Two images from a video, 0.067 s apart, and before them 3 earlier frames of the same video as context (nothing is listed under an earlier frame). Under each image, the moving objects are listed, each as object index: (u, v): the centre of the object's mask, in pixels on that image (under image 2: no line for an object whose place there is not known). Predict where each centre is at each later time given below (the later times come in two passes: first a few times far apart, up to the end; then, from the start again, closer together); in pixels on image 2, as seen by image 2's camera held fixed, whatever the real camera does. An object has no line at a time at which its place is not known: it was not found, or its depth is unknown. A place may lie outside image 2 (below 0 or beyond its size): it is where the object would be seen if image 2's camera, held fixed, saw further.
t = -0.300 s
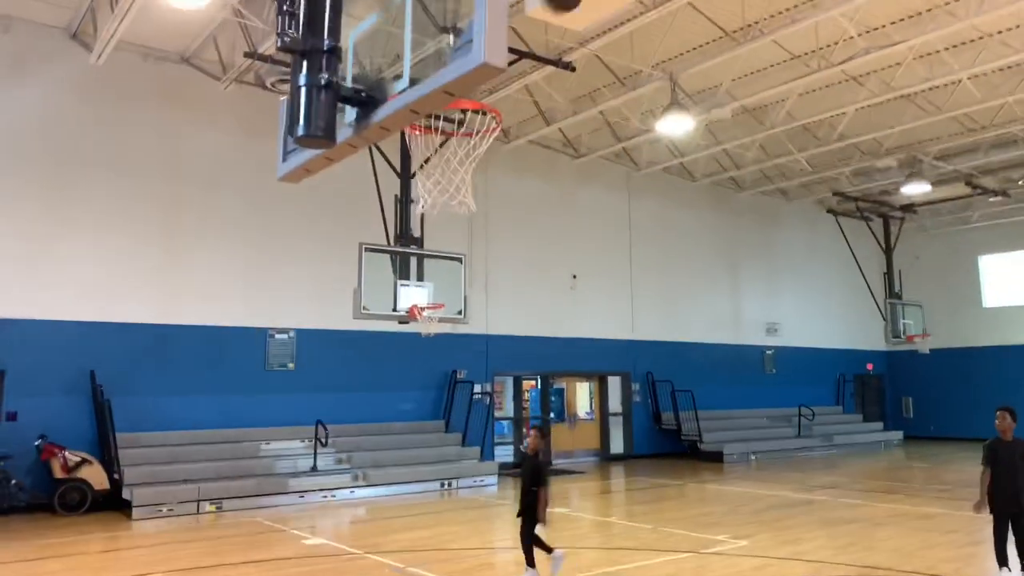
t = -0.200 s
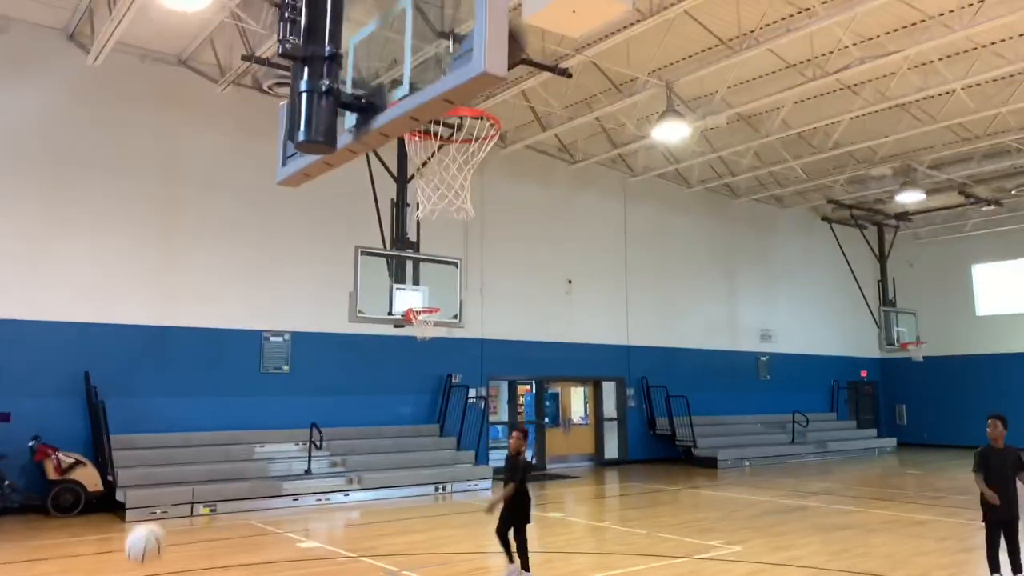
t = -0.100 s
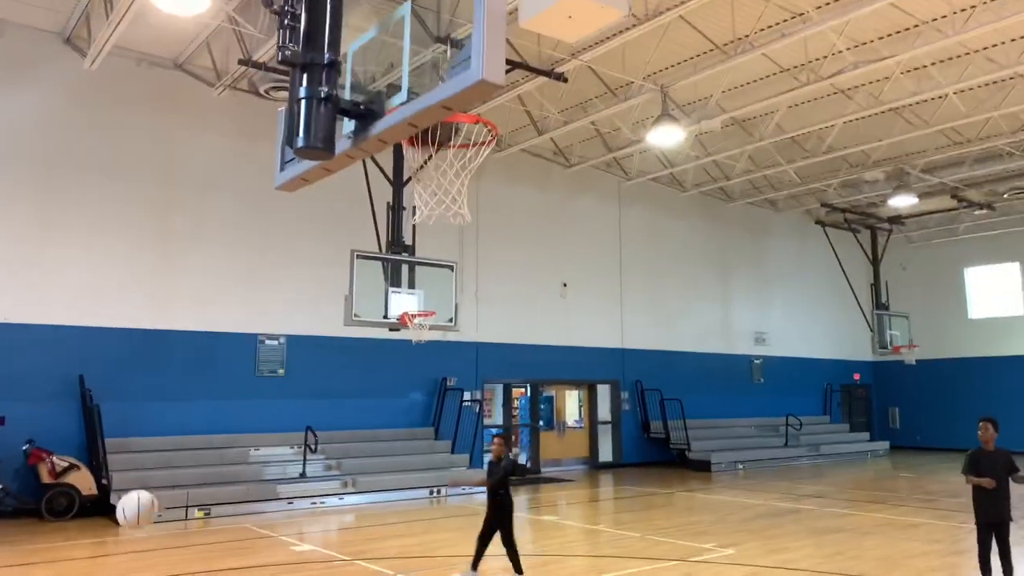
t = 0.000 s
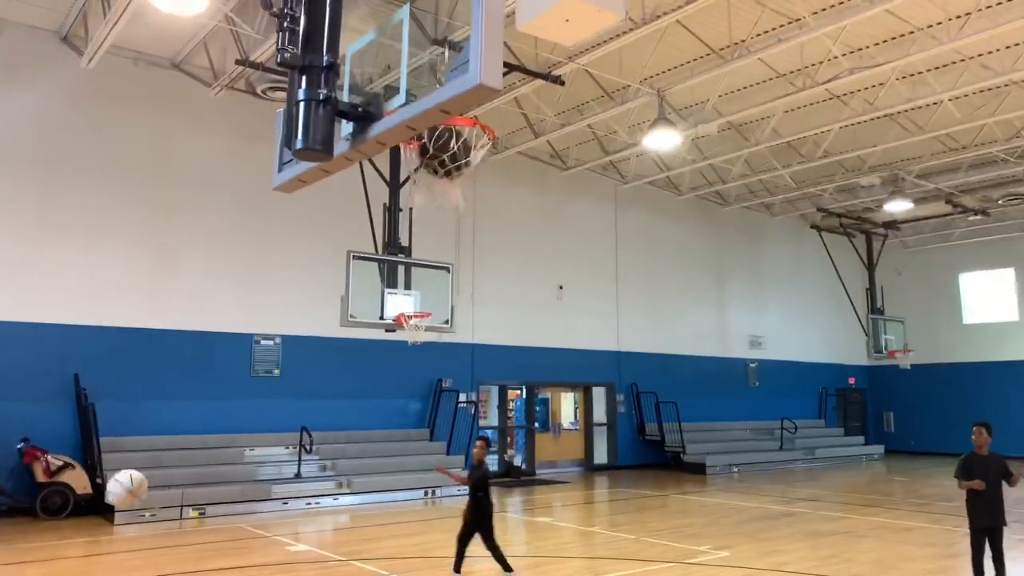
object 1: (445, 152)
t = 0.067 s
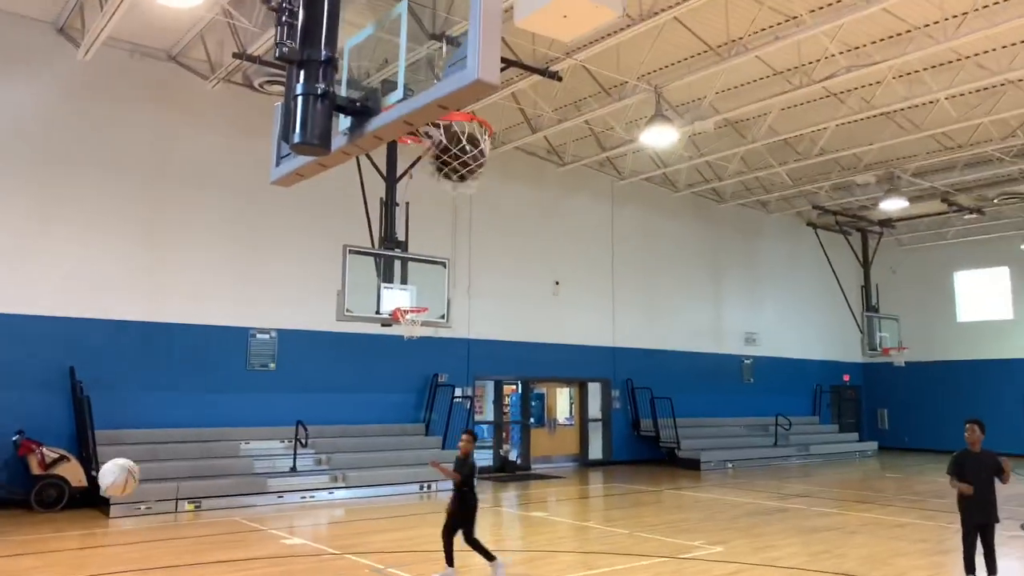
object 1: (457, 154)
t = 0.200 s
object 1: (479, 179)
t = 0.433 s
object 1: (483, 279)
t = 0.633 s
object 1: (479, 435)
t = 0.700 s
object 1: (483, 512)
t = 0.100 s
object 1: (466, 160)
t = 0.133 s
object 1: (472, 167)
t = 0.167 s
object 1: (476, 173)
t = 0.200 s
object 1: (479, 179)
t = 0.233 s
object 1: (481, 188)
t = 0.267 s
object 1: (482, 199)
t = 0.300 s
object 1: (482, 211)
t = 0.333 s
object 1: (482, 225)
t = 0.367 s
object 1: (482, 241)
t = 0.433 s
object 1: (483, 279)
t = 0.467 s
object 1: (483, 300)
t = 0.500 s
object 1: (483, 323)
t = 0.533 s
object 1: (483, 348)
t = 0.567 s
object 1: (483, 376)
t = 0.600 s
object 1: (479, 404)
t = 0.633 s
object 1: (479, 435)
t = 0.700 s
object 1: (483, 512)
